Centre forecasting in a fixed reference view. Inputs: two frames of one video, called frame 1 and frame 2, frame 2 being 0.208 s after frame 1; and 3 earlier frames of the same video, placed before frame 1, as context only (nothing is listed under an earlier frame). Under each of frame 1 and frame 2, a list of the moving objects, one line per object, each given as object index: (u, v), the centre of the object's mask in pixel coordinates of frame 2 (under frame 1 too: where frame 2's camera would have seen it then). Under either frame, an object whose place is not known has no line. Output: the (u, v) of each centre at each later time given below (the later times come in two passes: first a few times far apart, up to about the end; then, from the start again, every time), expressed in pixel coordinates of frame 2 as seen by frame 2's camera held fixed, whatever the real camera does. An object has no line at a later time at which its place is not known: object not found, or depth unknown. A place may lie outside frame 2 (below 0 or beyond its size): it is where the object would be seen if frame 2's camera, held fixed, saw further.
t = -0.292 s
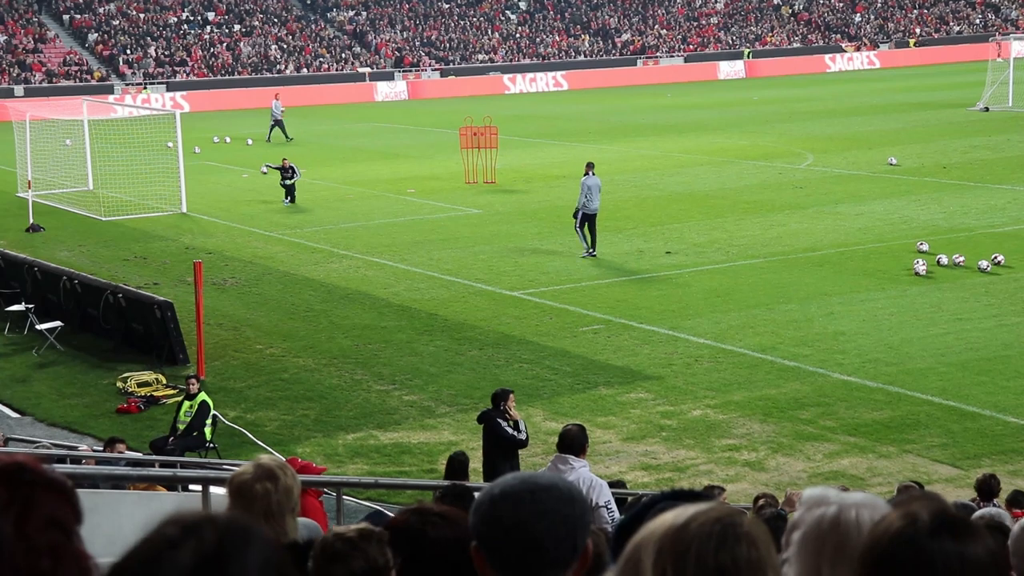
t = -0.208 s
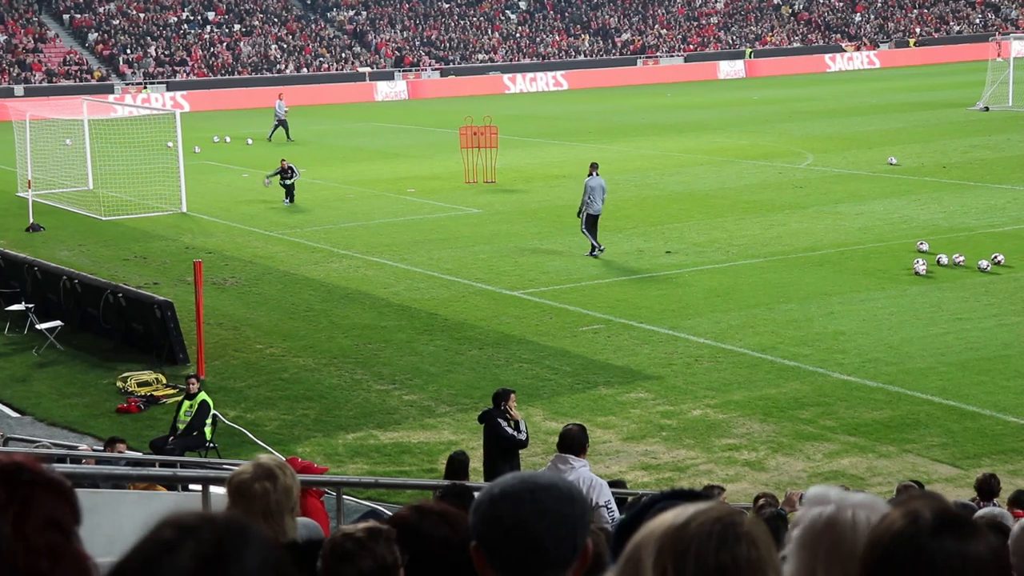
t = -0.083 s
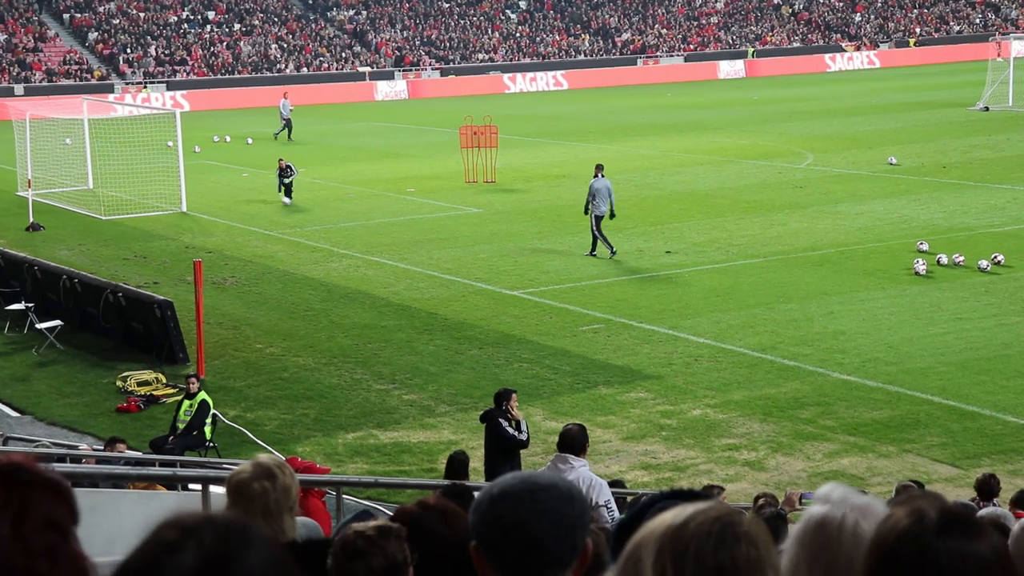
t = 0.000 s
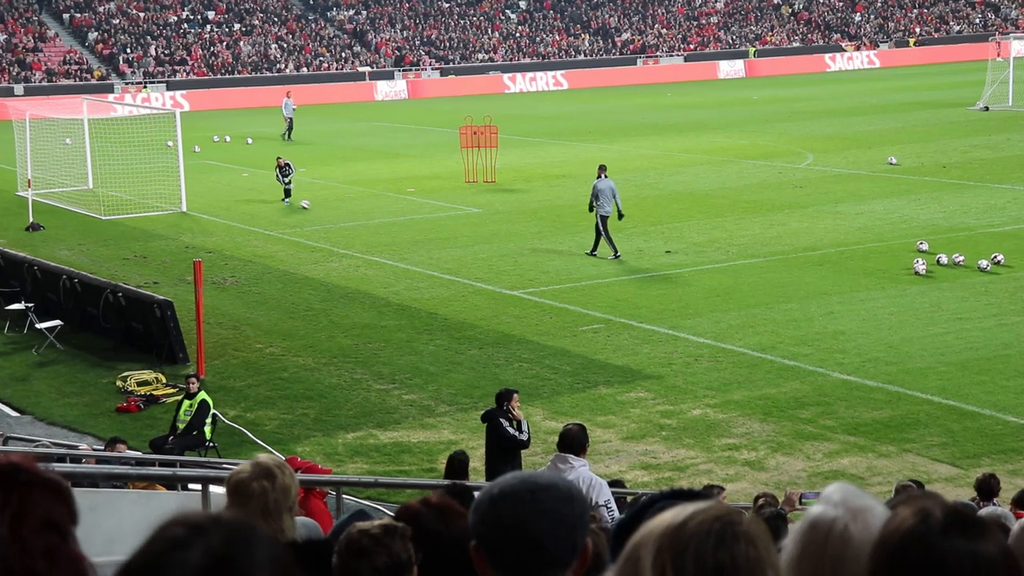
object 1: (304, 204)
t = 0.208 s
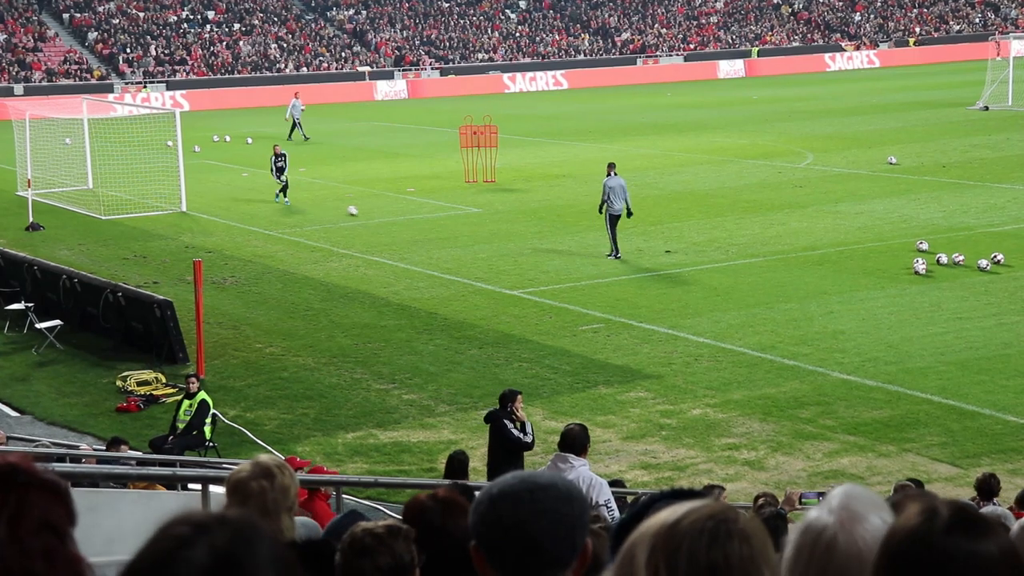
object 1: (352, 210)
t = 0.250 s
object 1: (360, 211)
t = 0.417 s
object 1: (391, 215)
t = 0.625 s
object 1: (426, 221)
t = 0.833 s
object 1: (459, 227)
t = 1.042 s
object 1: (487, 232)
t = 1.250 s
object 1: (518, 238)
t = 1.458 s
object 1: (546, 242)
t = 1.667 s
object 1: (574, 247)
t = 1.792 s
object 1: (593, 250)
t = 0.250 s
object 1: (360, 211)
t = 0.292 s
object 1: (369, 213)
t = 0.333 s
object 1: (376, 213)
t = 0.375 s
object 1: (384, 214)
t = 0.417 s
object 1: (391, 215)
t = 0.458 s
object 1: (399, 216)
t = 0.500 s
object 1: (406, 218)
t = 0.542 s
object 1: (413, 219)
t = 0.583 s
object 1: (420, 220)
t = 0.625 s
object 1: (426, 221)
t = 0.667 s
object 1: (431, 221)
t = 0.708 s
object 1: (441, 223)
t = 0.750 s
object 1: (447, 224)
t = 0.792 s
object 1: (453, 226)
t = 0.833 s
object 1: (459, 227)
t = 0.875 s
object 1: (464, 228)
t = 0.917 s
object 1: (470, 229)
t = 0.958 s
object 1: (476, 229)
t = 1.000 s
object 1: (482, 231)
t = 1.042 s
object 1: (487, 232)
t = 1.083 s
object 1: (493, 232)
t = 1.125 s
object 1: (499, 234)
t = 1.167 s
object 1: (504, 235)
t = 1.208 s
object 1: (513, 236)
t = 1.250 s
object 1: (518, 238)
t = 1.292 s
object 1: (524, 238)
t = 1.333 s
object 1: (529, 240)
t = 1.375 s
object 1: (535, 240)
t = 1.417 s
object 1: (540, 240)
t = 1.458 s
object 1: (546, 242)
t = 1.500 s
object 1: (552, 243)
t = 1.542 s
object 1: (557, 244)
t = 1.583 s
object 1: (563, 245)
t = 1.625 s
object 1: (569, 247)
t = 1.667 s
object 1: (574, 247)
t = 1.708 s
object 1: (582, 248)
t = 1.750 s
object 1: (589, 250)
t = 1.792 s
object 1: (593, 250)
